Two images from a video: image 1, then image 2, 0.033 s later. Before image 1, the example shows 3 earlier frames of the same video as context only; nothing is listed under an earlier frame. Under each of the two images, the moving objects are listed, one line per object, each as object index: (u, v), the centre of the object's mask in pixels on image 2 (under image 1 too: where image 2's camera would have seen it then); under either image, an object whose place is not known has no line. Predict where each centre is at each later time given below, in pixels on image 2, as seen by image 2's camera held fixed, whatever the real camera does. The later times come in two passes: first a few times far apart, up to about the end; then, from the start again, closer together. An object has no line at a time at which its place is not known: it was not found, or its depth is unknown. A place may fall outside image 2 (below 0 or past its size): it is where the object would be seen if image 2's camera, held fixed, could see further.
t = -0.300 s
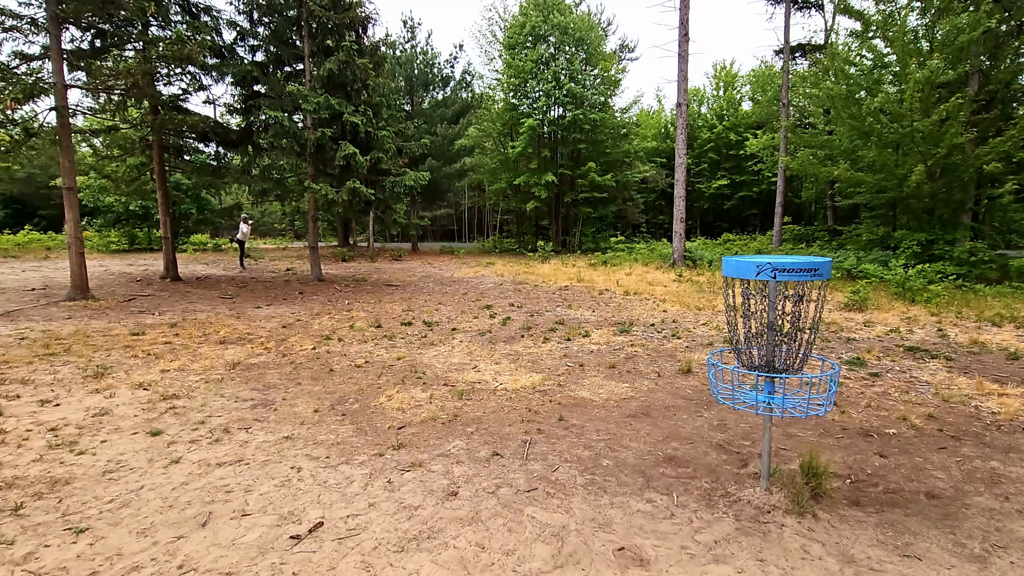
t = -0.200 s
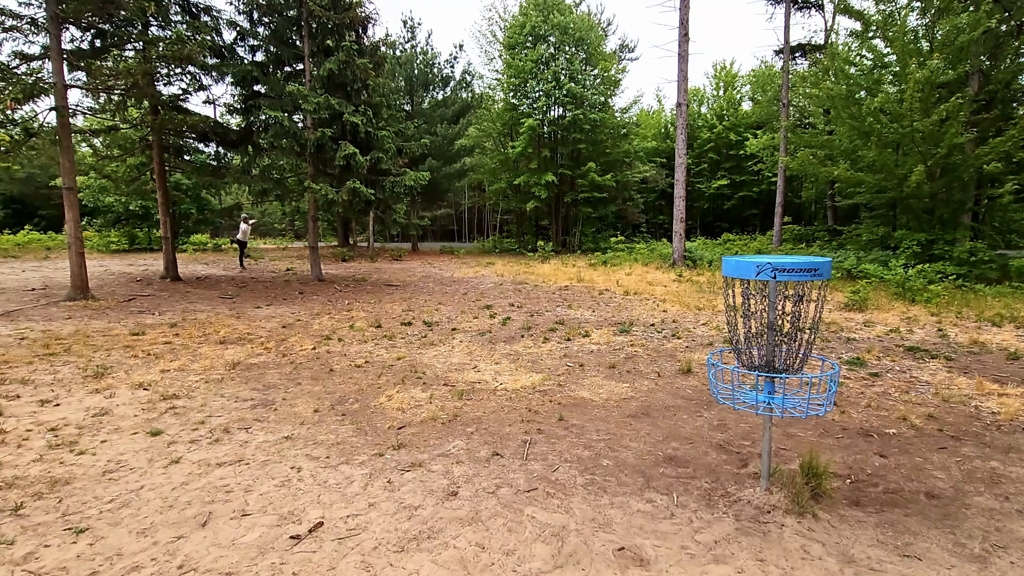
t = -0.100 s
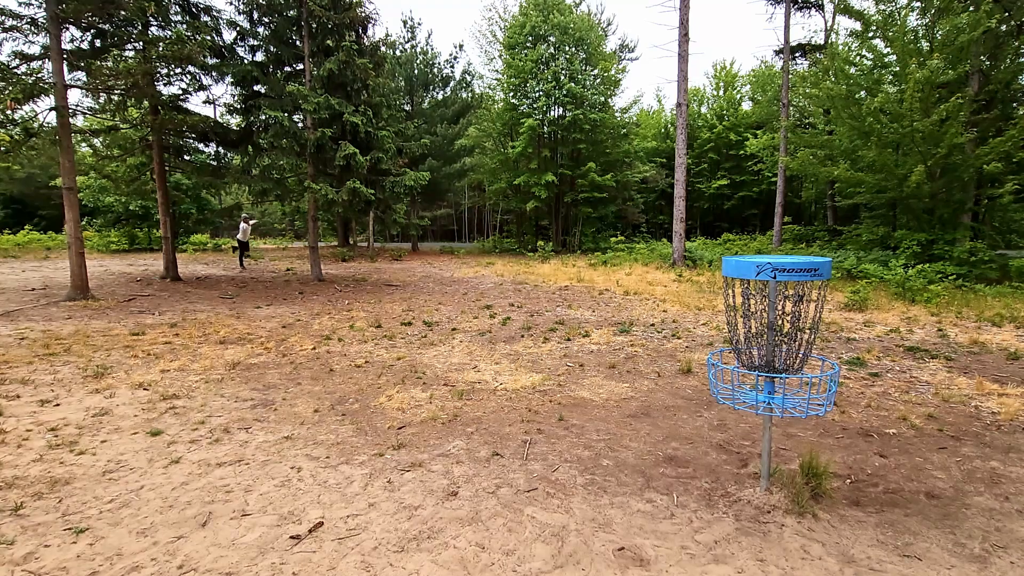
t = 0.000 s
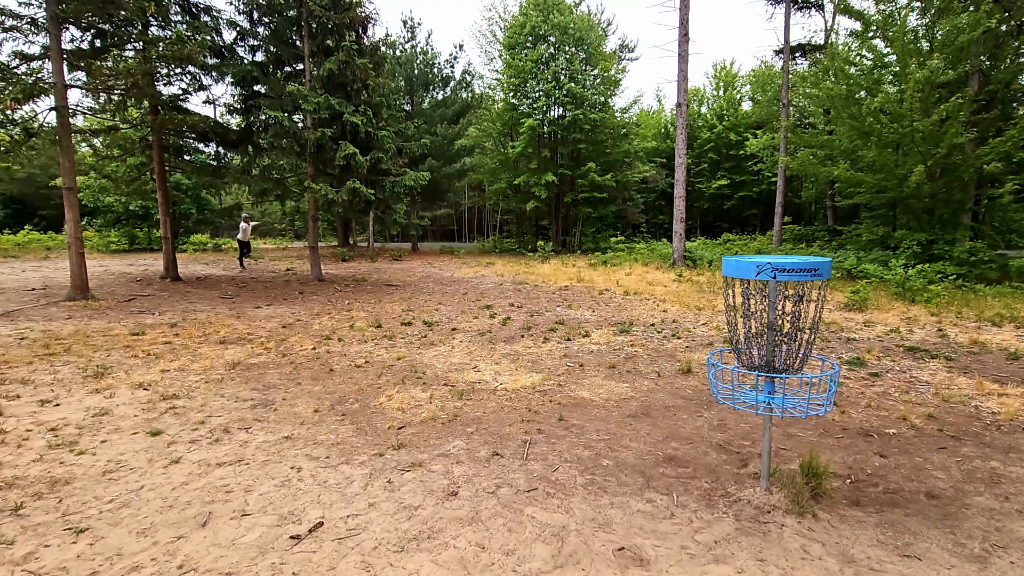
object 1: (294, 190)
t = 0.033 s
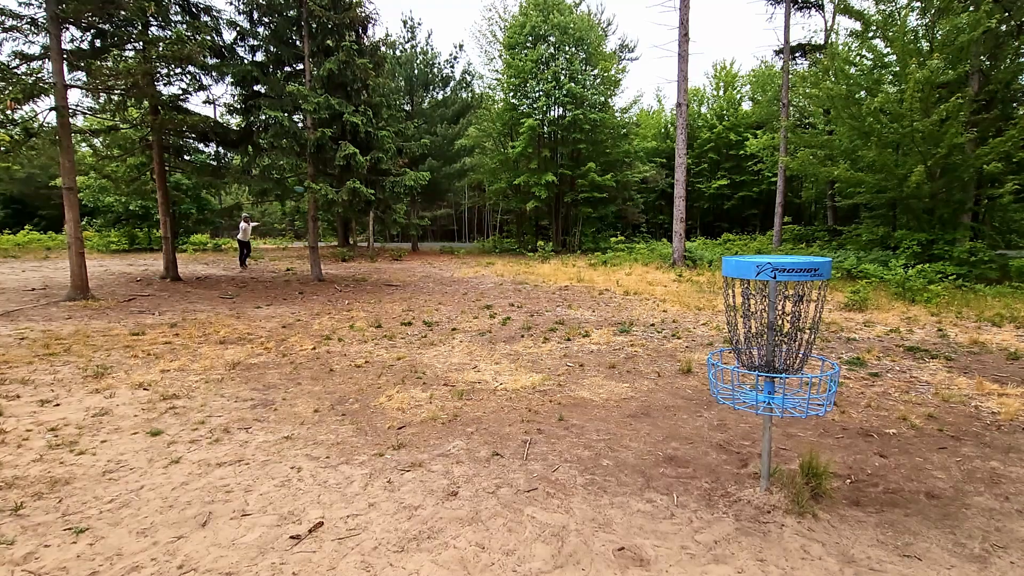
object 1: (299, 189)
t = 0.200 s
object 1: (315, 187)
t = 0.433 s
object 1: (342, 200)
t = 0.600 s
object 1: (368, 222)
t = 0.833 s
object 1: (418, 269)
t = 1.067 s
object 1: (483, 338)
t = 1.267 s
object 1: (511, 339)
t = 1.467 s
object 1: (540, 354)
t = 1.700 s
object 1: (583, 363)
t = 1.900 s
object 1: (621, 365)
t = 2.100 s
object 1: (640, 365)
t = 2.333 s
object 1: (639, 360)
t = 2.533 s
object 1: (638, 361)
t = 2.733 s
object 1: (638, 361)
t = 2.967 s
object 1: (638, 361)
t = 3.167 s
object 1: (638, 361)
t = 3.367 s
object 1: (638, 361)
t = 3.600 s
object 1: (638, 361)
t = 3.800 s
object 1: (638, 361)
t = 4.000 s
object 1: (638, 361)
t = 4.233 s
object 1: (638, 361)
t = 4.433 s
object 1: (638, 361)
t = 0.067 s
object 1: (302, 189)
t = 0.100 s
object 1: (305, 187)
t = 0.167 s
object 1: (312, 187)
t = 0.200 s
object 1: (315, 187)
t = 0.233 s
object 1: (319, 188)
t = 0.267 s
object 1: (322, 189)
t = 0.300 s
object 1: (326, 191)
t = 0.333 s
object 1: (329, 192)
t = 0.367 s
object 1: (334, 195)
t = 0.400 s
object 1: (338, 198)
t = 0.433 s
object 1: (342, 200)
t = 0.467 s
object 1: (347, 204)
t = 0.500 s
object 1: (352, 208)
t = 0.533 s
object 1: (357, 212)
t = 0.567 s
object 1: (363, 217)
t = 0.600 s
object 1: (368, 222)
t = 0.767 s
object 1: (402, 254)
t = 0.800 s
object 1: (410, 261)
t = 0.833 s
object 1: (418, 269)
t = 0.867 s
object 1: (426, 278)
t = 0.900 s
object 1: (435, 287)
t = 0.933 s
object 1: (444, 296)
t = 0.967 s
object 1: (454, 306)
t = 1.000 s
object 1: (463, 316)
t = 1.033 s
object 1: (473, 327)
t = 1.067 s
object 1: (483, 338)
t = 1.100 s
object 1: (491, 342)
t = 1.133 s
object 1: (495, 340)
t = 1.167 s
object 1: (499, 339)
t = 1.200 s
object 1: (503, 338)
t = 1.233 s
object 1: (507, 338)
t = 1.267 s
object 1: (511, 339)
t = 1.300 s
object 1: (515, 341)
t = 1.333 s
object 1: (520, 344)
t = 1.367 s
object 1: (524, 347)
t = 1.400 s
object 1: (528, 350)
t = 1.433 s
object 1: (534, 352)
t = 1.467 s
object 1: (540, 354)
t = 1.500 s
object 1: (546, 355)
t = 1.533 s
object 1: (552, 356)
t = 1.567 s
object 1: (558, 357)
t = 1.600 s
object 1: (563, 359)
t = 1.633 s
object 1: (570, 360)
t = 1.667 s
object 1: (576, 362)
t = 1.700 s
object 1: (583, 363)
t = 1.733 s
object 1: (590, 363)
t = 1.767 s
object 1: (597, 364)
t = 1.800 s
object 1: (604, 365)
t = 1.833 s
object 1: (610, 367)
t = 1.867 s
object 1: (616, 366)
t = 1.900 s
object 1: (621, 365)
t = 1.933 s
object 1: (625, 363)
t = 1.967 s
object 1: (628, 362)
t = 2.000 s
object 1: (632, 362)
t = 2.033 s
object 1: (635, 363)
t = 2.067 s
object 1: (638, 364)
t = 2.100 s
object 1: (640, 365)
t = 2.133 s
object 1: (641, 364)
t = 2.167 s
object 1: (641, 362)
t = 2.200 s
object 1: (641, 361)
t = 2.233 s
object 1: (640, 361)
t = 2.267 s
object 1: (639, 360)
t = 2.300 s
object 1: (639, 360)
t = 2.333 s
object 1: (639, 360)
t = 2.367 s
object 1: (638, 361)
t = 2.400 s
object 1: (638, 361)
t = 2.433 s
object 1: (638, 361)
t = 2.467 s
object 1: (638, 361)
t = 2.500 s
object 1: (638, 361)
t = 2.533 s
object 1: (638, 361)
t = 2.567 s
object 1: (638, 361)
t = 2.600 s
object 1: (638, 361)
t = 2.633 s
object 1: (638, 361)
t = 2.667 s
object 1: (638, 361)
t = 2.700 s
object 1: (638, 361)
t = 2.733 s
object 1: (638, 361)
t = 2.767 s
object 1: (638, 361)
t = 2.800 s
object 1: (638, 361)
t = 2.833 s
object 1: (638, 361)
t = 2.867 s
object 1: (638, 361)
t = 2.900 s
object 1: (638, 361)
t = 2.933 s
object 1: (638, 361)
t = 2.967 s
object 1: (638, 361)
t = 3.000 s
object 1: (638, 361)
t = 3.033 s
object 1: (638, 361)
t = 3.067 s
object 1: (638, 361)
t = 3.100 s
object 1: (638, 361)
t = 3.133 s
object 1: (638, 361)
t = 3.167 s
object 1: (638, 361)
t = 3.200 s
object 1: (638, 361)
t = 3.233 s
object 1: (638, 361)
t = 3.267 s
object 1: (638, 361)
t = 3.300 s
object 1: (638, 361)
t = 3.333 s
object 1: (638, 361)
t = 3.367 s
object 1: (638, 361)
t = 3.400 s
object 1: (638, 361)
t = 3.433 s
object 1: (638, 361)
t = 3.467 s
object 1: (638, 361)
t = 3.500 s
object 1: (638, 361)
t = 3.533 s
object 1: (638, 361)
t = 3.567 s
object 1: (638, 361)
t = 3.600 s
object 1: (638, 361)
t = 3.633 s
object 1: (638, 361)
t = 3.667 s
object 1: (638, 361)
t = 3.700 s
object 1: (638, 361)
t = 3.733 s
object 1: (638, 361)
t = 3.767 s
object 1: (638, 361)
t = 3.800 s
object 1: (638, 361)
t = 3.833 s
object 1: (638, 361)
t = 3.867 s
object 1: (638, 361)
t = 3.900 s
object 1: (638, 361)
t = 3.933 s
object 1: (638, 361)
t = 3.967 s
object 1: (638, 361)
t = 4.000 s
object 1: (638, 361)
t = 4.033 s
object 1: (638, 361)
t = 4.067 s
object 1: (638, 361)
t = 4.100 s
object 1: (638, 361)
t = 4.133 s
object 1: (638, 361)
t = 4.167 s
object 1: (638, 361)
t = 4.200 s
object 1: (638, 361)
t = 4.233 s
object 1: (638, 361)
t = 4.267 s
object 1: (638, 361)
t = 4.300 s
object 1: (638, 361)
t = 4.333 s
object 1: (638, 361)
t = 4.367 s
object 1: (638, 361)
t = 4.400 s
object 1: (638, 361)
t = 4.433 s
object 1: (638, 361)
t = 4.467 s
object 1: (638, 361)
